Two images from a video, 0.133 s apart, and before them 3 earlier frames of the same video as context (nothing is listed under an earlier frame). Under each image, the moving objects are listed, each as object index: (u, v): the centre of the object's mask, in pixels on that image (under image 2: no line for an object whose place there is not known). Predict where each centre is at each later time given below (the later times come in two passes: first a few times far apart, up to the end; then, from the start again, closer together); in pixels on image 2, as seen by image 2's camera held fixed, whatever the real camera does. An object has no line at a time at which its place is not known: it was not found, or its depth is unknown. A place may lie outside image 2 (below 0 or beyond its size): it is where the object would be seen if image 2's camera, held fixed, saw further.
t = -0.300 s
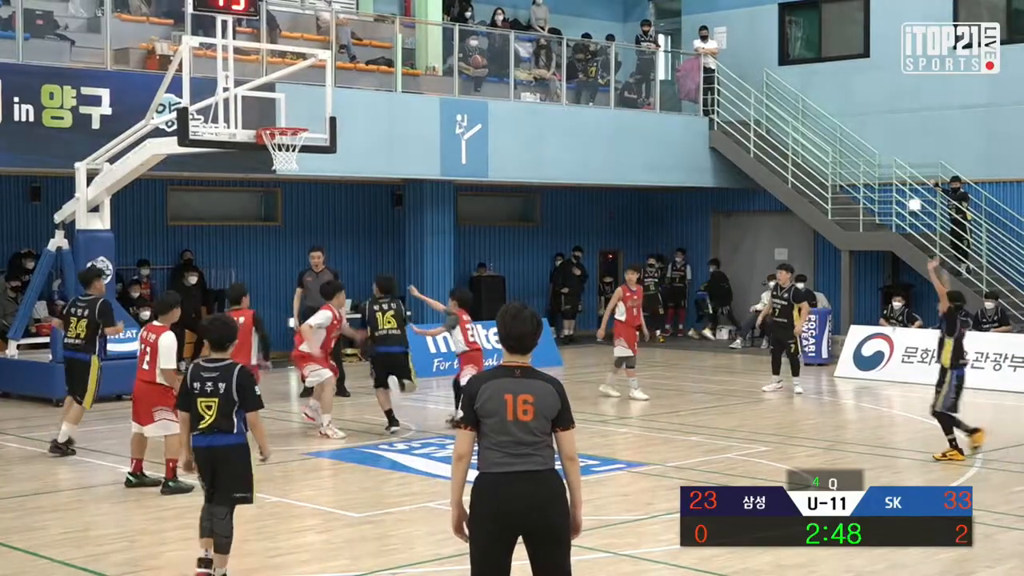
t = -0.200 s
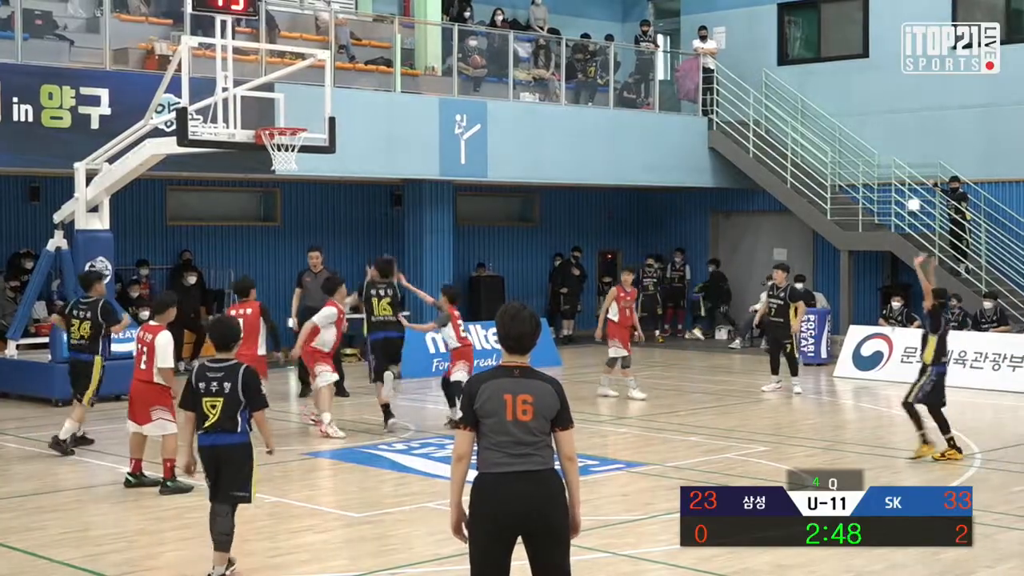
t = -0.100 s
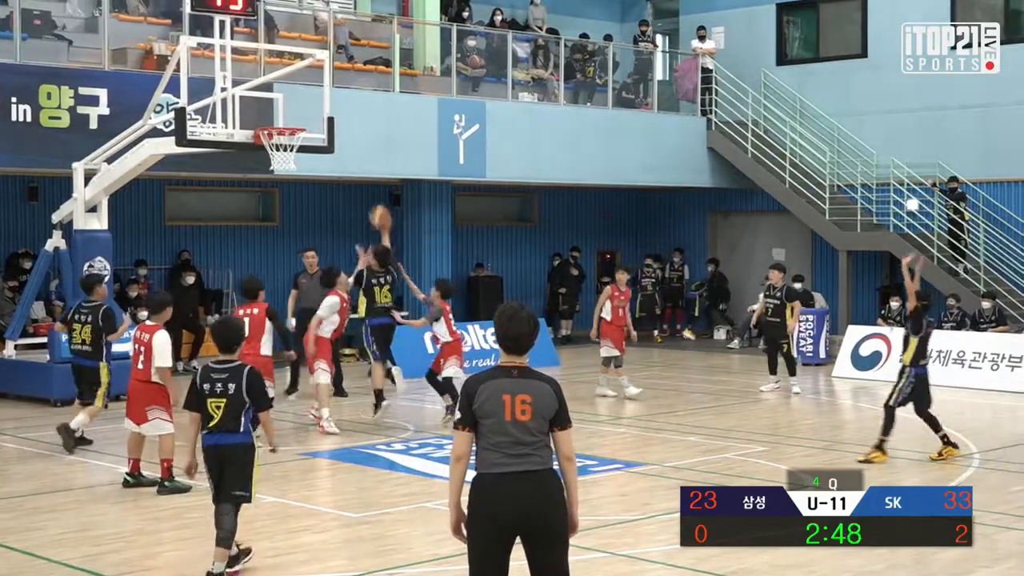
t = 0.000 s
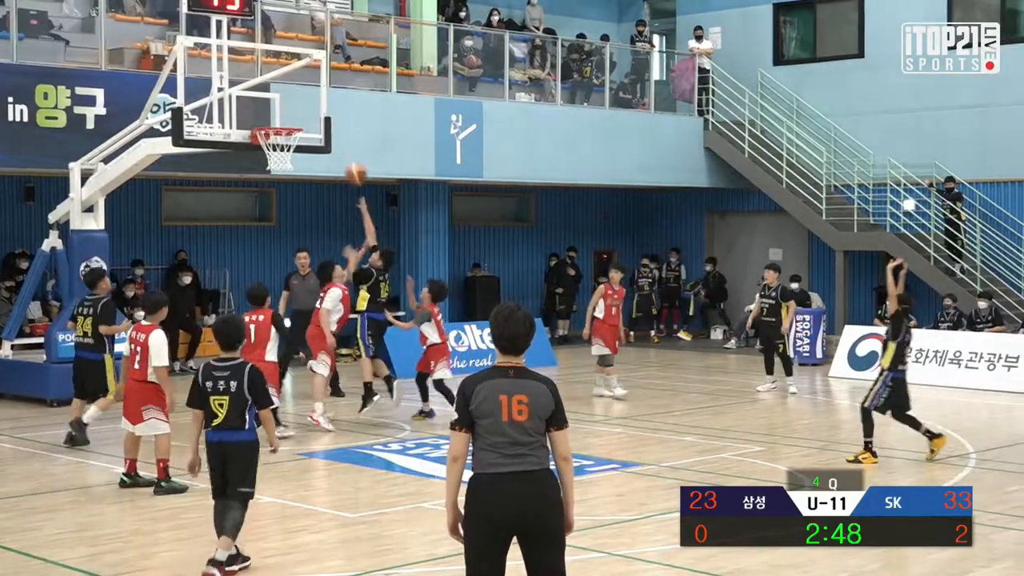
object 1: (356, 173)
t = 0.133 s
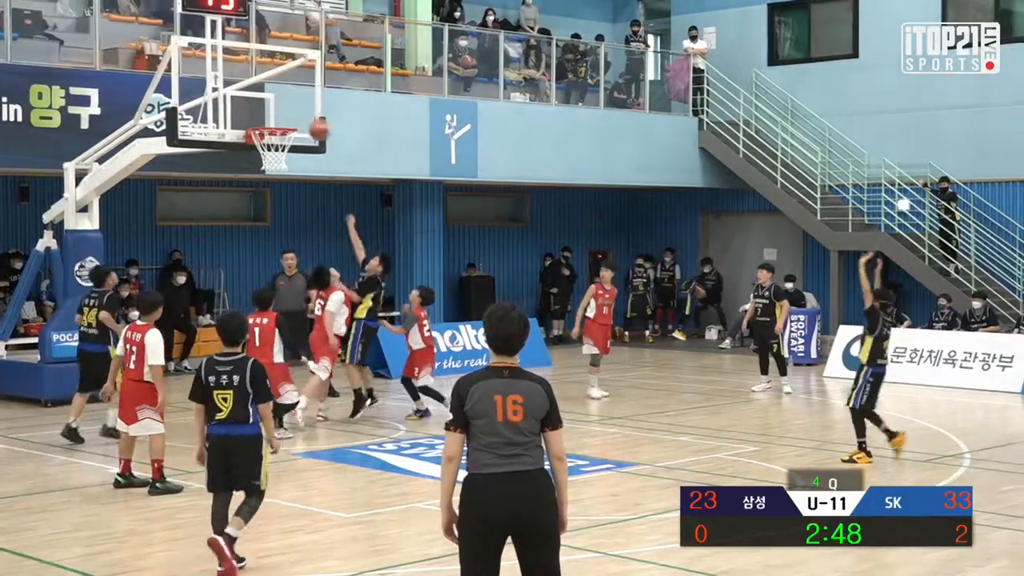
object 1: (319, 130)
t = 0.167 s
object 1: (312, 121)
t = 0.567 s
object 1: (273, 118)
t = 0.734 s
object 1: (270, 148)
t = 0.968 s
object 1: (279, 178)
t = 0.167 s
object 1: (312, 121)
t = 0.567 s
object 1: (273, 118)
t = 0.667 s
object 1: (271, 141)
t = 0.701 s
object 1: (270, 149)
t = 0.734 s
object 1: (270, 148)
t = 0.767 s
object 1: (271, 153)
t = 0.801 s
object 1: (273, 155)
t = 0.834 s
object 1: (274, 156)
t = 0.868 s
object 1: (274, 158)
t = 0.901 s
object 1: (276, 164)
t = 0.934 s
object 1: (277, 170)
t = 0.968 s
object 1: (279, 178)
